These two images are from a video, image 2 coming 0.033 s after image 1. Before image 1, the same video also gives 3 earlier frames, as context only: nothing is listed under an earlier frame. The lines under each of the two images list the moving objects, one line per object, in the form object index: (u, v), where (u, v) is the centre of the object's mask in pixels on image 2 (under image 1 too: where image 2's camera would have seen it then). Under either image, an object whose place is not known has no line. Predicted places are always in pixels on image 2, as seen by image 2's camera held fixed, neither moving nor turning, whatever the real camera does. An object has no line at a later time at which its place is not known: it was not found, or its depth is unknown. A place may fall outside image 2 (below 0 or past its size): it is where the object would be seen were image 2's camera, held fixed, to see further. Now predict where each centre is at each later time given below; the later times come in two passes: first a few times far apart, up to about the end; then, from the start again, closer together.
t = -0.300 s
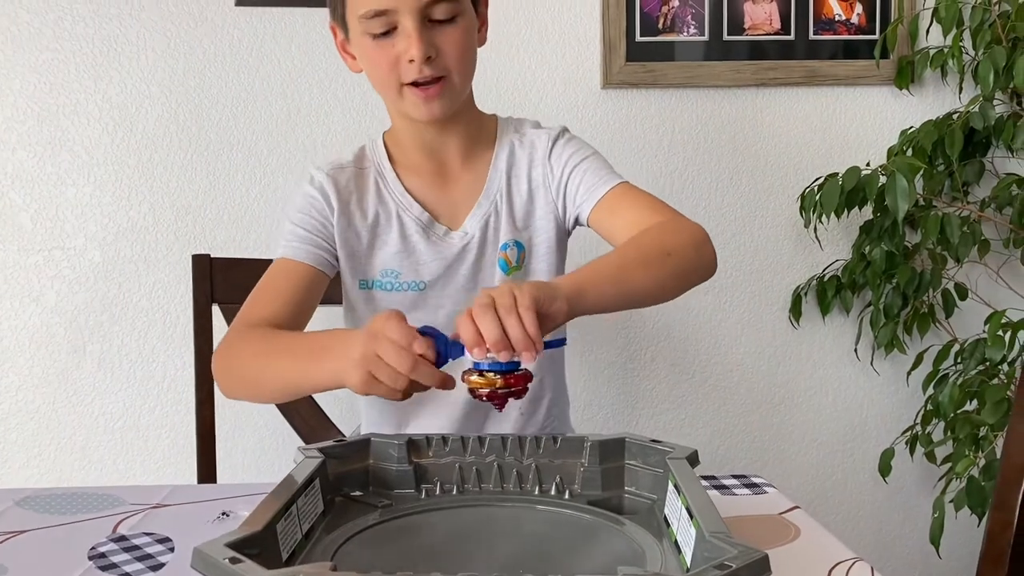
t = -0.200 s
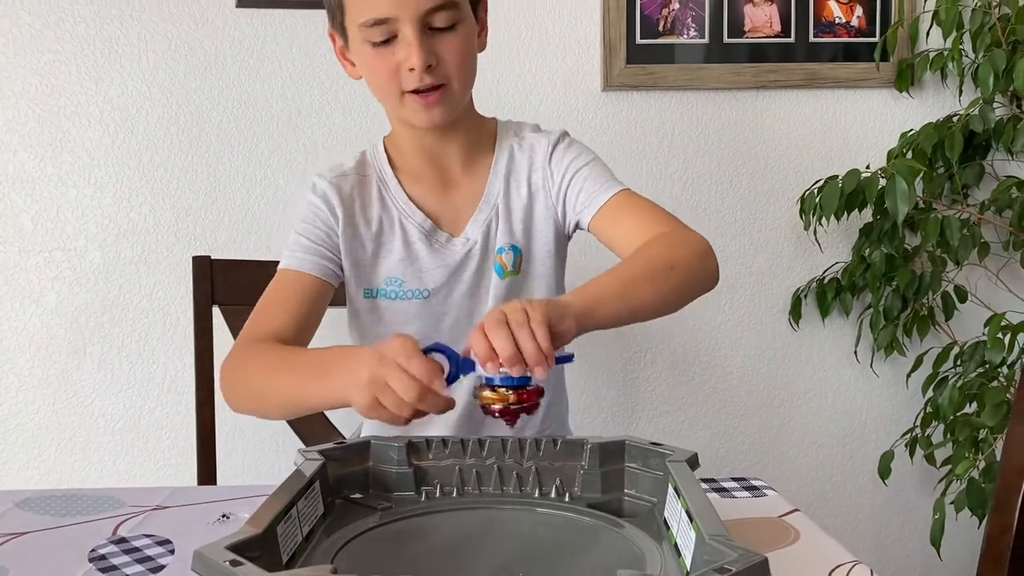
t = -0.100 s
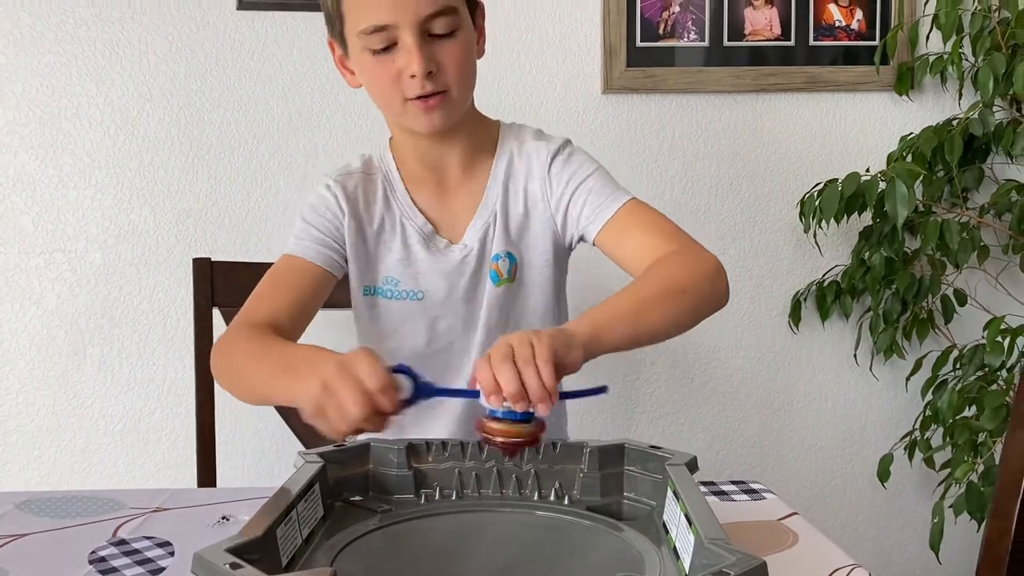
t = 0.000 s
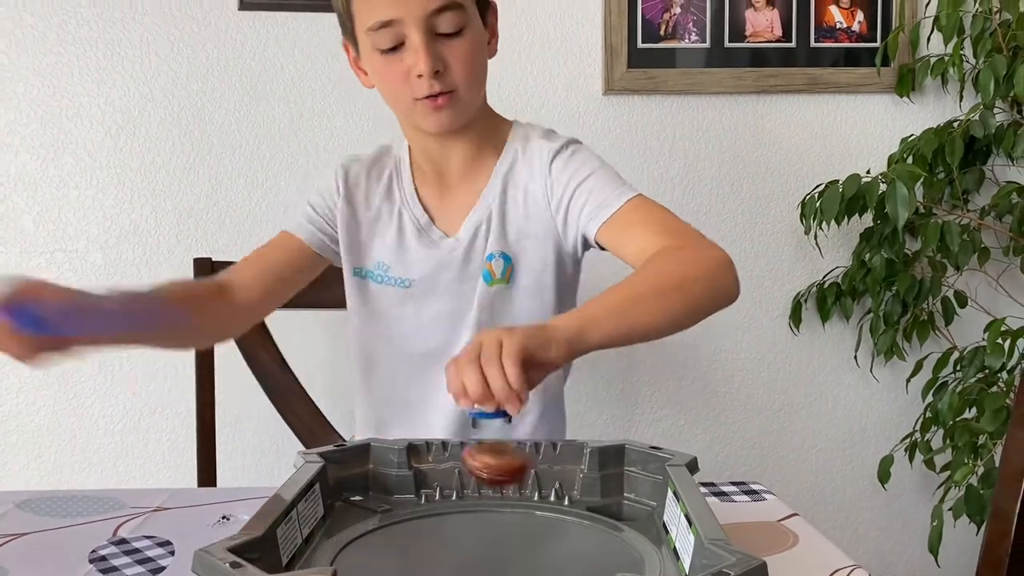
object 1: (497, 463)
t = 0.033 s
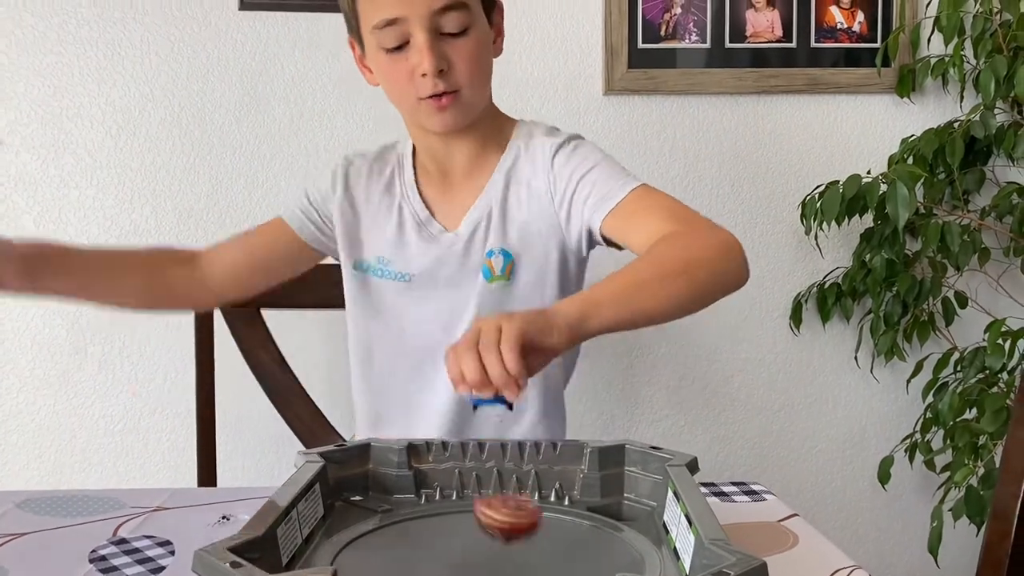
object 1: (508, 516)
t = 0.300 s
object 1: (539, 531)
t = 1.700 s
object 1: (491, 552)
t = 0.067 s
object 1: (518, 538)
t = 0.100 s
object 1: (523, 514)
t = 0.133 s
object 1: (529, 504)
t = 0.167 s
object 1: (534, 507)
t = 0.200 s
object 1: (540, 525)
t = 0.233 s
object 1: (542, 534)
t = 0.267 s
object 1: (541, 526)
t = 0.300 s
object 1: (539, 531)
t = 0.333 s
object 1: (536, 533)
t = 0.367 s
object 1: (531, 531)
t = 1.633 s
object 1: (484, 555)
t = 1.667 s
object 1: (486, 553)
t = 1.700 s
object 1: (491, 552)
